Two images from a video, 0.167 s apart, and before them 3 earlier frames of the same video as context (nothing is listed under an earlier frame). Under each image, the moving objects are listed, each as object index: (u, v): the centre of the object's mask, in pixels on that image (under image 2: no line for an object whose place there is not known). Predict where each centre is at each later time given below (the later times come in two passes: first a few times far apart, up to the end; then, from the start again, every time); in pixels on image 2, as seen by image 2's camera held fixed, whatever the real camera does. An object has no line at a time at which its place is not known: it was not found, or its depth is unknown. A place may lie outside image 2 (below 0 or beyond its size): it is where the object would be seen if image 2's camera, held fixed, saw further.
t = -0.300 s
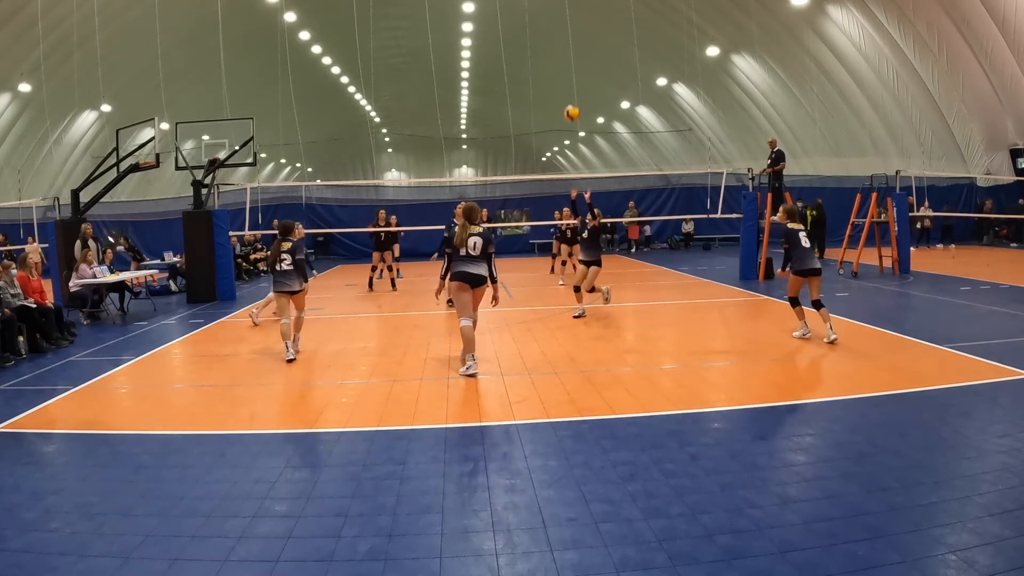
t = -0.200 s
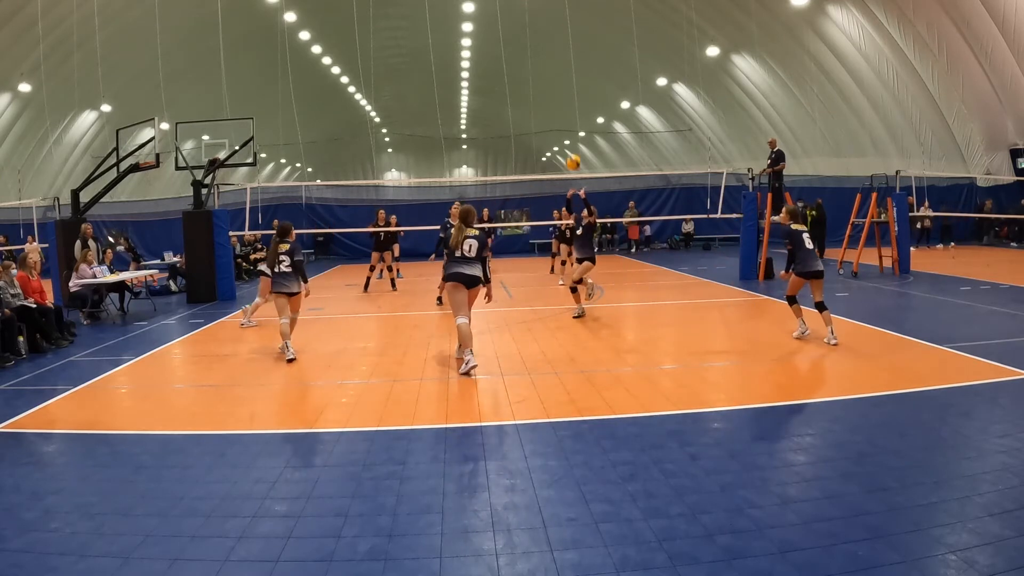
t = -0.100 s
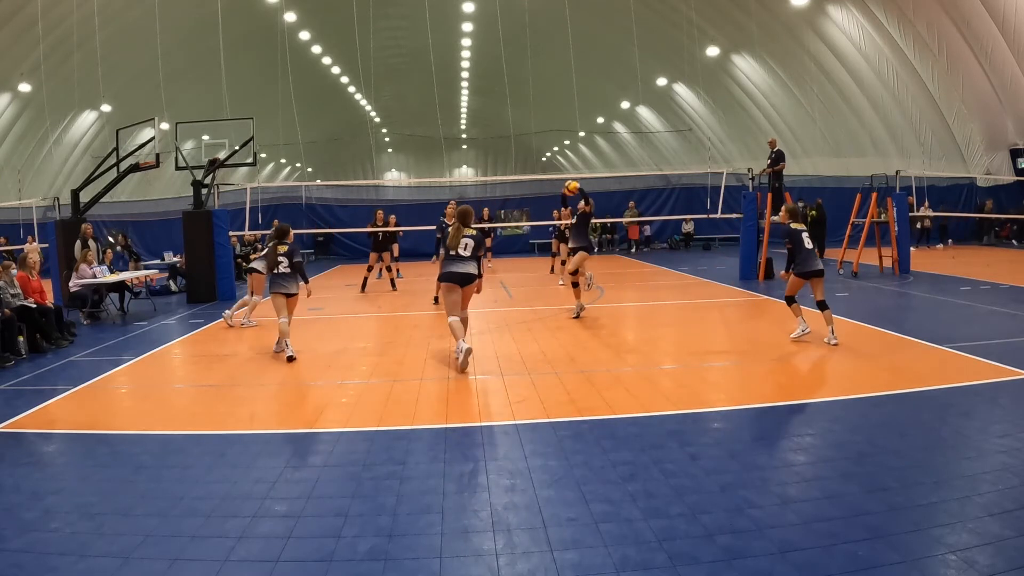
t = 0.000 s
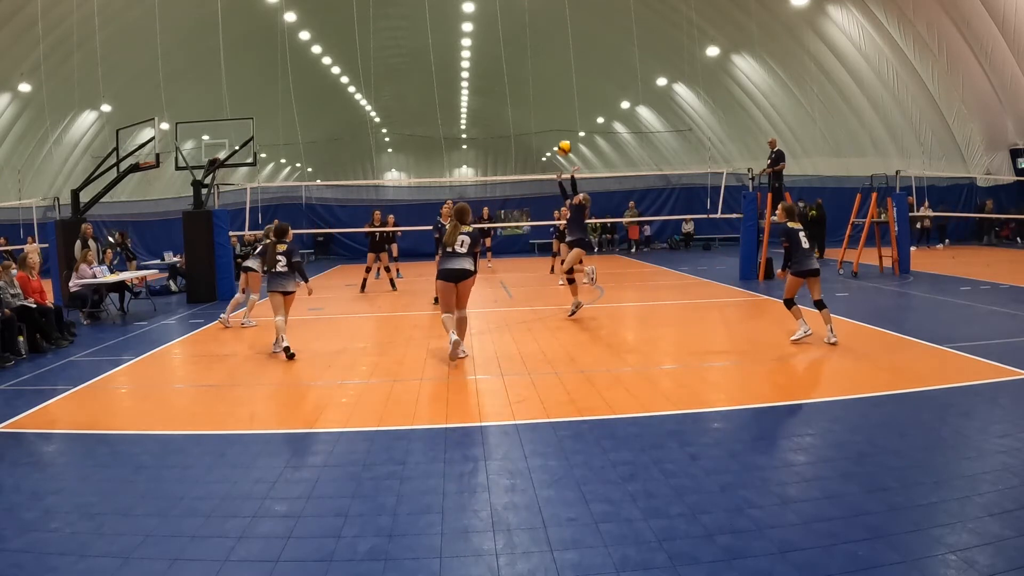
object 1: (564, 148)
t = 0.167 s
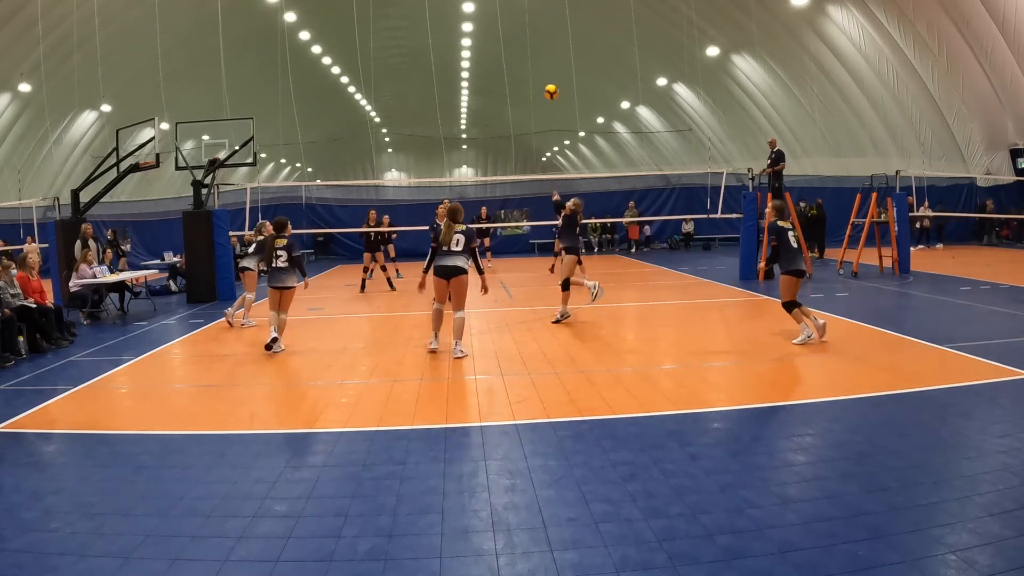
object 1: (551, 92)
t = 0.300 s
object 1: (543, 63)
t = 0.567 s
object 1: (526, 40)
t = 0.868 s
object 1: (511, 70)
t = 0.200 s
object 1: (549, 83)
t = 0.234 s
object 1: (546, 76)
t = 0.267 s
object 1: (545, 69)
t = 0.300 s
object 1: (543, 63)
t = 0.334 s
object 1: (540, 57)
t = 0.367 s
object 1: (538, 53)
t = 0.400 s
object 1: (536, 49)
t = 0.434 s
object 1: (534, 46)
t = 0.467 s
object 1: (532, 43)
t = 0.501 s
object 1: (530, 42)
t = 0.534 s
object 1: (528, 41)
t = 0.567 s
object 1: (526, 40)
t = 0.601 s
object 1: (524, 41)
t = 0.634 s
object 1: (522, 42)
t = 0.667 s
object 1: (520, 44)
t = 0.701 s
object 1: (519, 47)
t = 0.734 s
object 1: (517, 49)
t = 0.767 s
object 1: (515, 54)
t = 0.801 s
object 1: (514, 59)
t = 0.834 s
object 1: (513, 64)
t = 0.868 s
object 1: (511, 70)
